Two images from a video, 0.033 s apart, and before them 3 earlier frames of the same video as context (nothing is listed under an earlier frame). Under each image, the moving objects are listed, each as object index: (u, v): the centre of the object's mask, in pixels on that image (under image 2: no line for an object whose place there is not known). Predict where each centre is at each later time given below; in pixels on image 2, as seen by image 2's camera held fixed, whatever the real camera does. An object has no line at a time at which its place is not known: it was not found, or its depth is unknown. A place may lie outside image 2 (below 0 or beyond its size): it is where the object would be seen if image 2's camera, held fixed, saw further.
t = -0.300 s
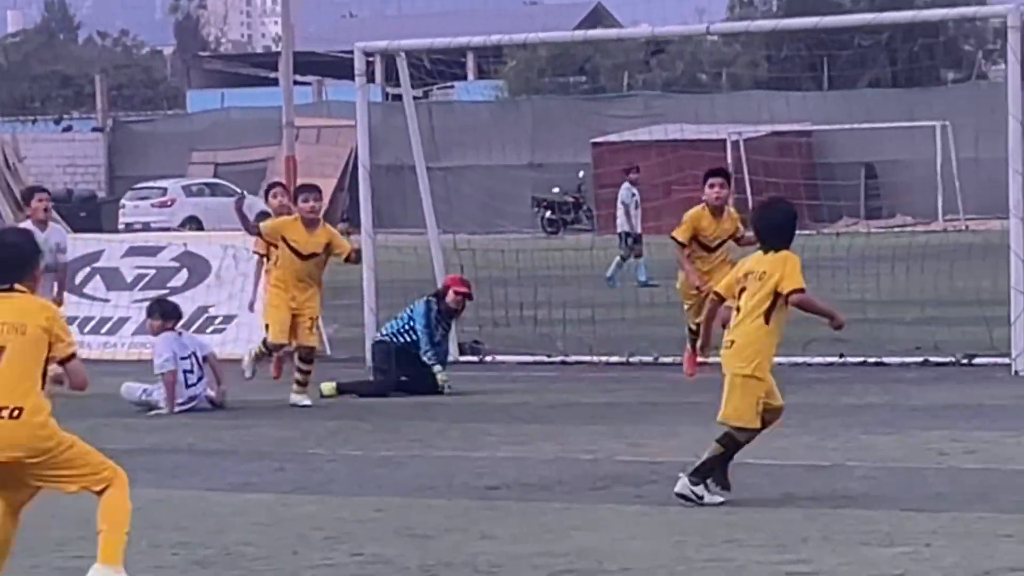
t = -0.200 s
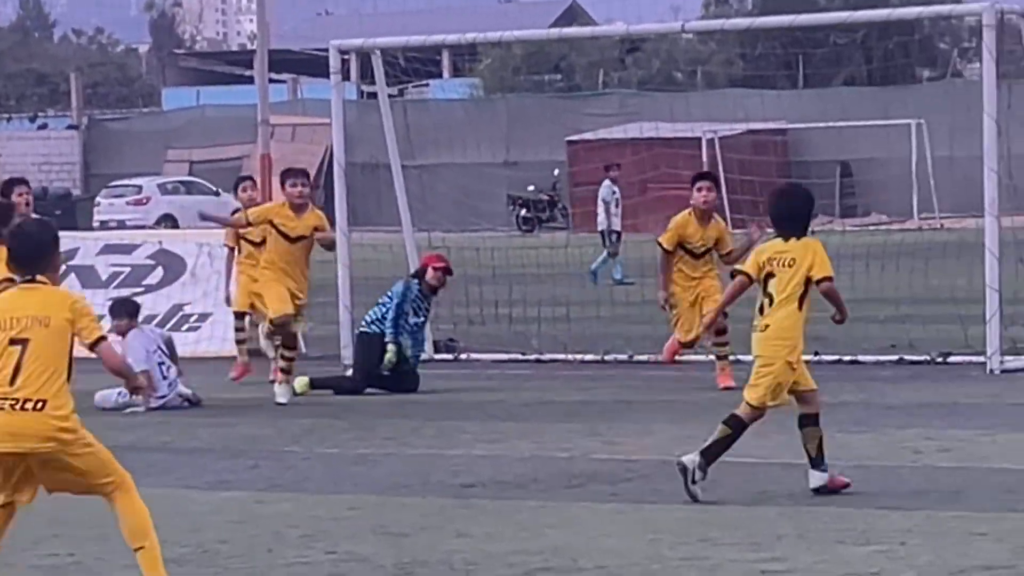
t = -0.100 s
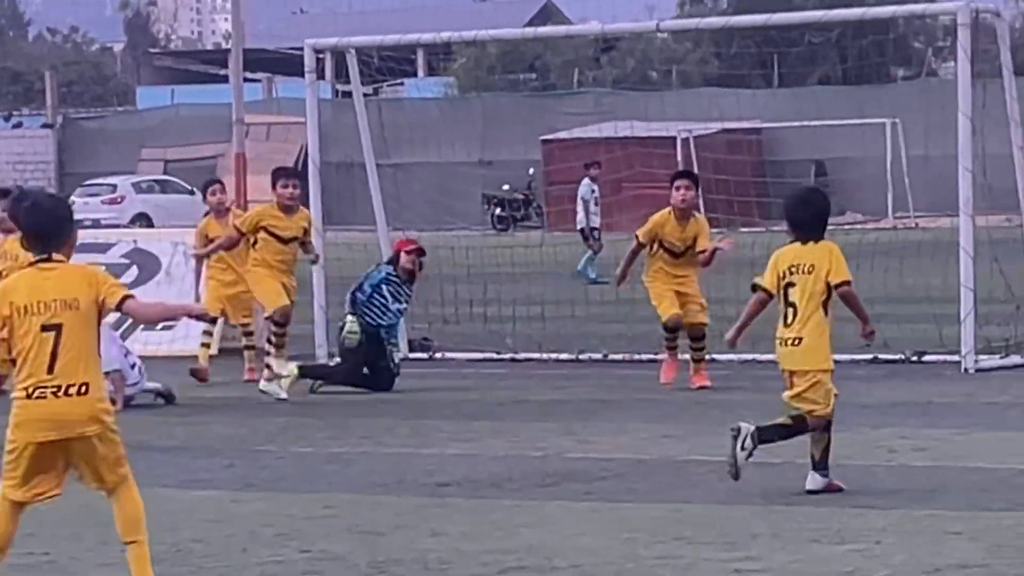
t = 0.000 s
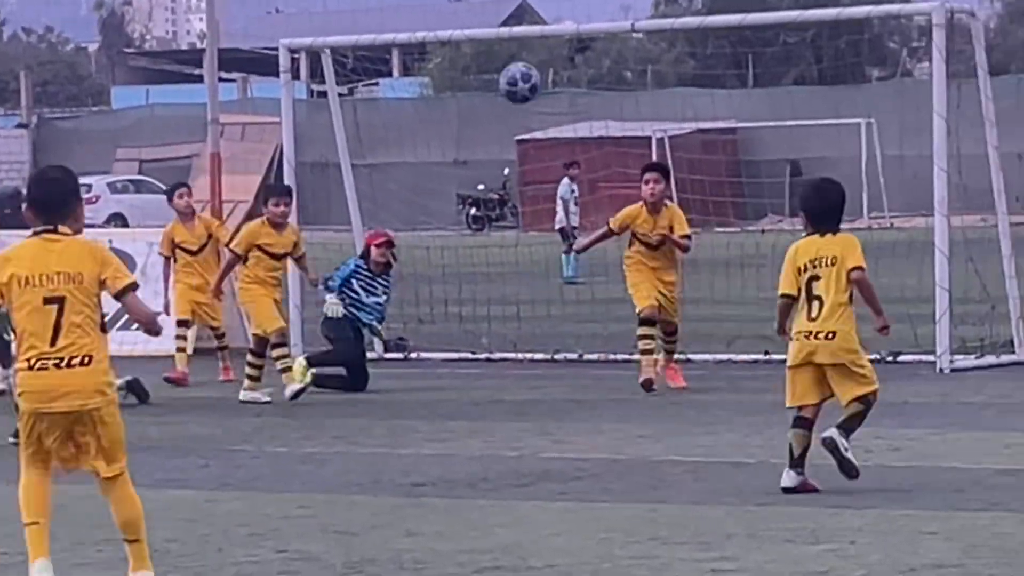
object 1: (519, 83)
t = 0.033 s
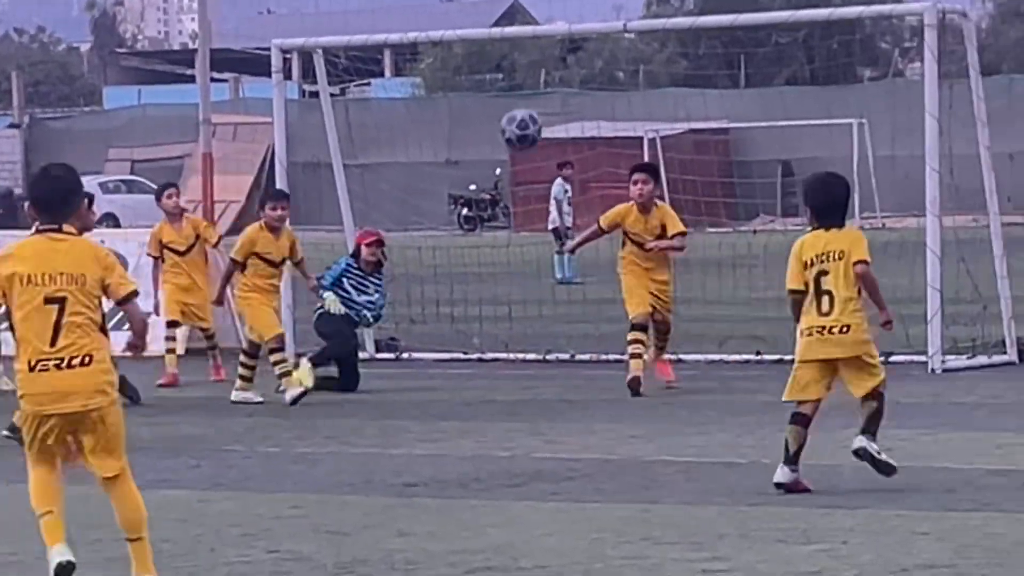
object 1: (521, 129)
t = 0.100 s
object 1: (534, 228)
